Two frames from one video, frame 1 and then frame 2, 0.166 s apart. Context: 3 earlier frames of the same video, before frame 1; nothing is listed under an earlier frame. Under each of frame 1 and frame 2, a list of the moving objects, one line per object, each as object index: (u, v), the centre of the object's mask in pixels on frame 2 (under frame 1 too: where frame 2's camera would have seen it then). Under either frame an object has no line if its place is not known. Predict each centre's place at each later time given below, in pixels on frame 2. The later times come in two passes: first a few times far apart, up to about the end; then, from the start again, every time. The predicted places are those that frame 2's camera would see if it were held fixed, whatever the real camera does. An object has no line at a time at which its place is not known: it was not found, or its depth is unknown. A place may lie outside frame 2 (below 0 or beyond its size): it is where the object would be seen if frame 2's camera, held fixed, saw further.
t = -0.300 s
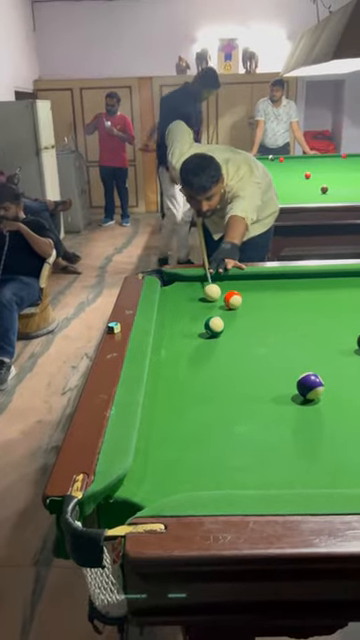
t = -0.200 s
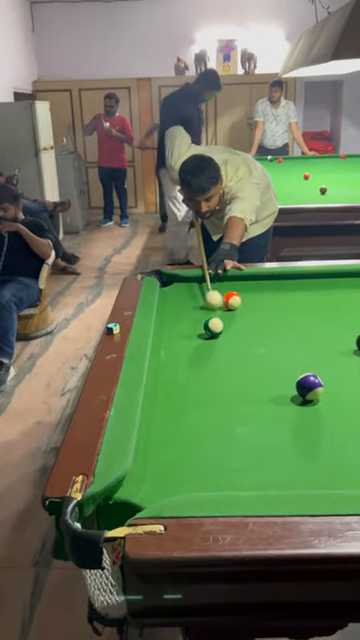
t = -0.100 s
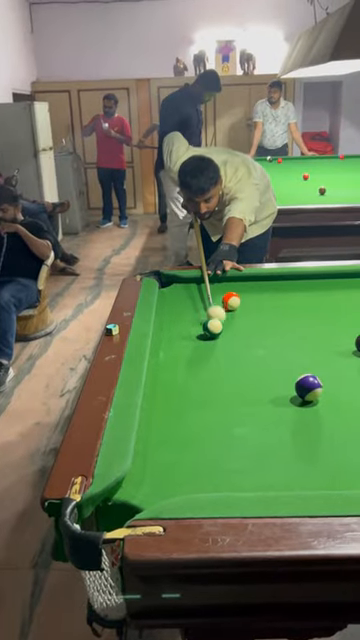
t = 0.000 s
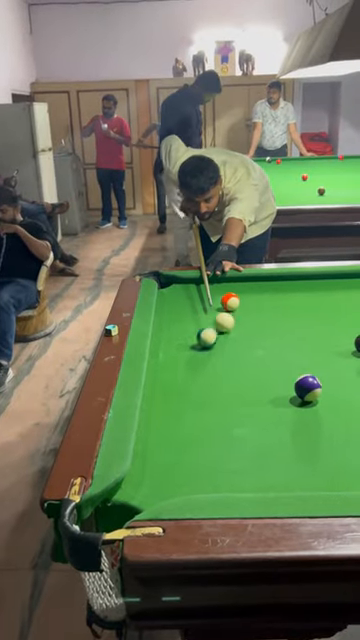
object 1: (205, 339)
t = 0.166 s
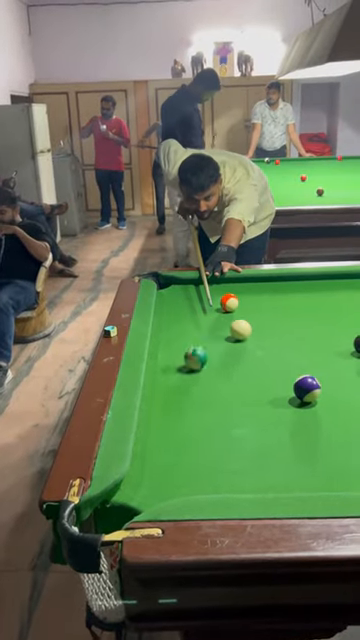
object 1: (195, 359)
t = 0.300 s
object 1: (186, 376)
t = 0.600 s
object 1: (162, 424)
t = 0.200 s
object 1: (193, 362)
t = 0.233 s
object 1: (191, 367)
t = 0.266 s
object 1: (188, 372)
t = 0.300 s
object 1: (186, 376)
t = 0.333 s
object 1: (184, 380)
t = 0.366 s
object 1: (181, 386)
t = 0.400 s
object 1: (178, 391)
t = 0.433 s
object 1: (177, 396)
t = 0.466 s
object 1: (174, 401)
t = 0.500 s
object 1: (171, 407)
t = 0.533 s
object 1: (168, 413)
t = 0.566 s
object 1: (165, 418)
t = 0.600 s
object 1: (162, 424)
